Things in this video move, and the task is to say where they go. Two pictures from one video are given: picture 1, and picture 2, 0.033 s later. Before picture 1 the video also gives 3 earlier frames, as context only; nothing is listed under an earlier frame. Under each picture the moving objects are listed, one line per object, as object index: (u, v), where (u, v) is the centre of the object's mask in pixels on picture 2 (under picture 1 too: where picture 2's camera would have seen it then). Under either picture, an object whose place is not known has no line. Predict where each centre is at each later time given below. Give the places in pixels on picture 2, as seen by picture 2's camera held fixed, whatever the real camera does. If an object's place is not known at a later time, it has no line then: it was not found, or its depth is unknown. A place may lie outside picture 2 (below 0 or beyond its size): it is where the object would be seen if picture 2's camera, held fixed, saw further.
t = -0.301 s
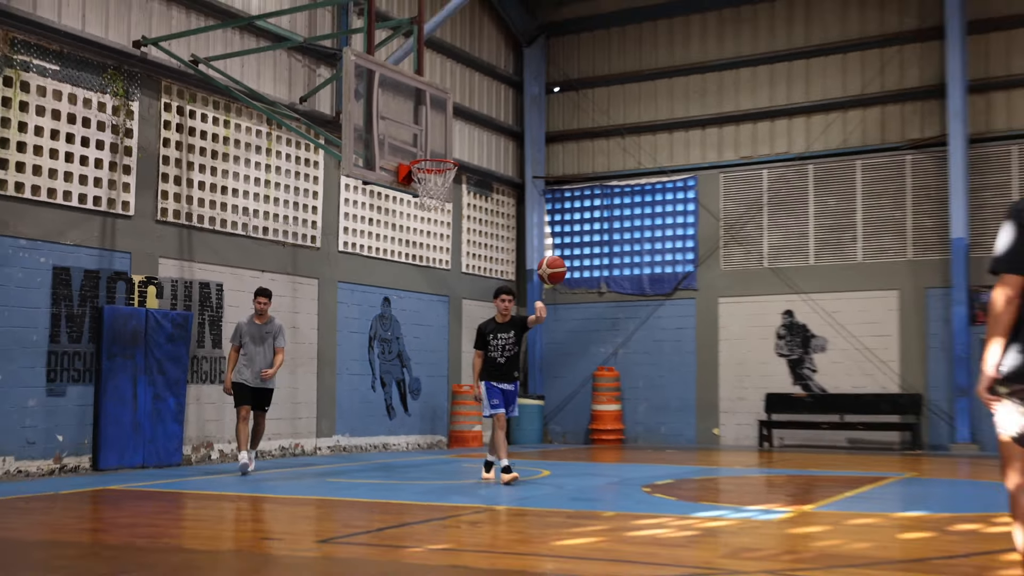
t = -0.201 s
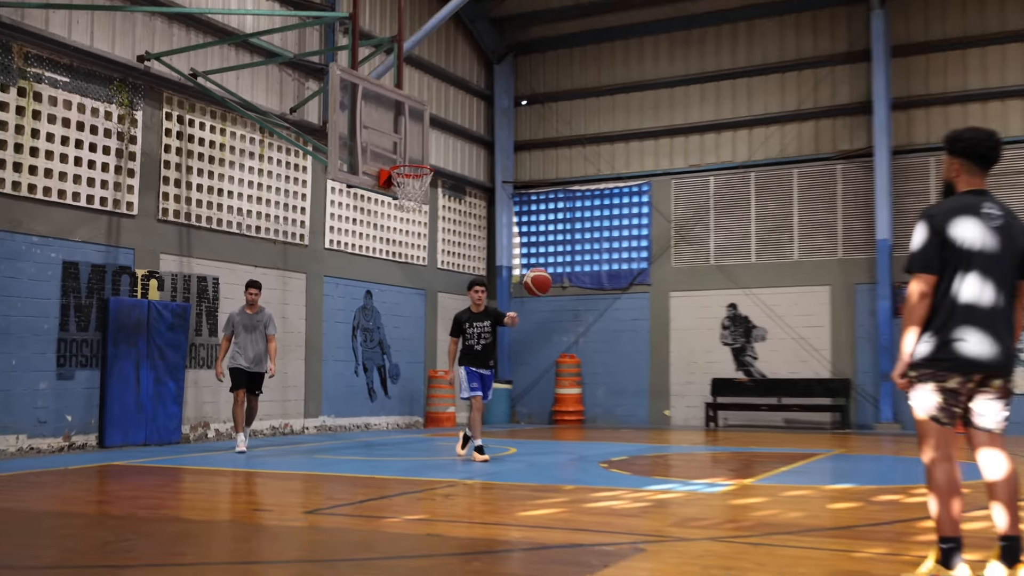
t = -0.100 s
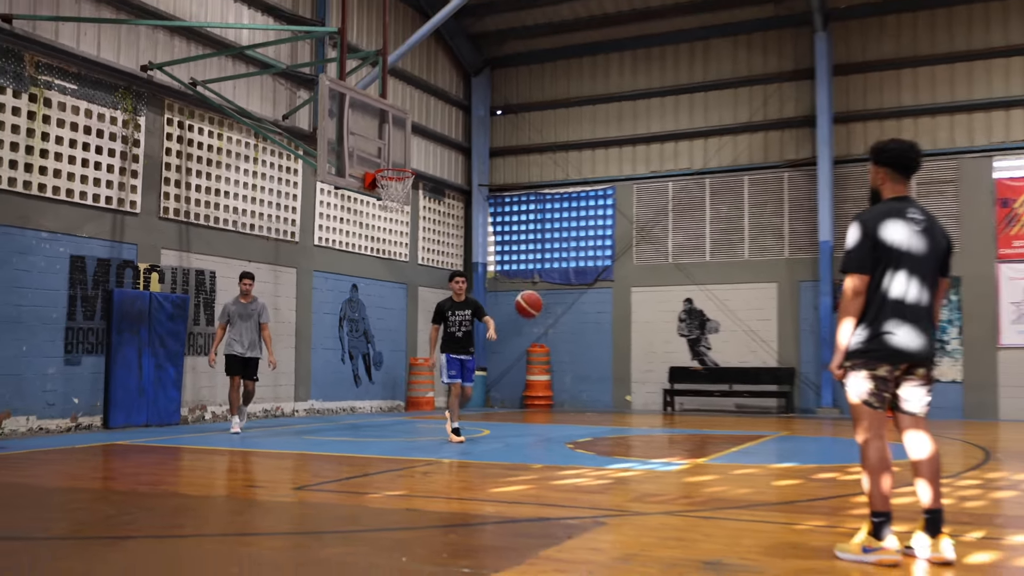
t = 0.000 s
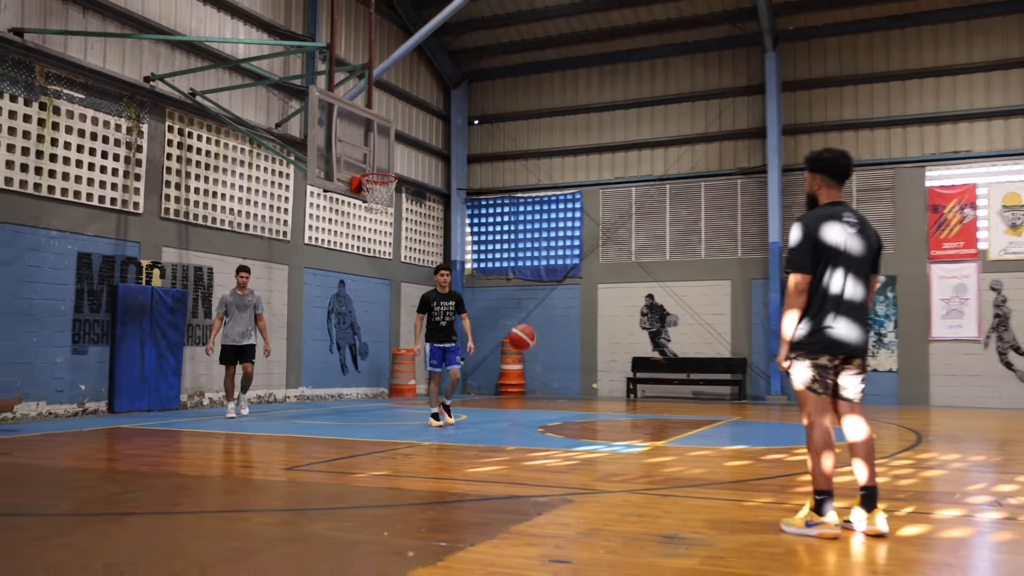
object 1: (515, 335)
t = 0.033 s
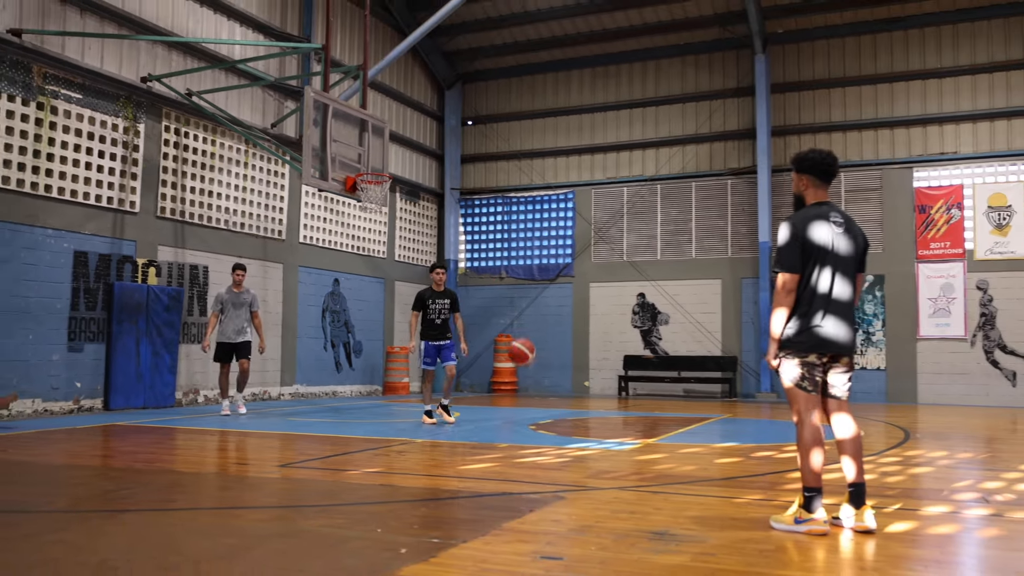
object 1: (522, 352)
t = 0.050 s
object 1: (526, 361)
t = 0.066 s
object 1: (529, 370)
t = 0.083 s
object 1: (533, 381)
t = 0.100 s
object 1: (535, 391)
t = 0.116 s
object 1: (541, 402)
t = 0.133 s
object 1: (545, 414)
